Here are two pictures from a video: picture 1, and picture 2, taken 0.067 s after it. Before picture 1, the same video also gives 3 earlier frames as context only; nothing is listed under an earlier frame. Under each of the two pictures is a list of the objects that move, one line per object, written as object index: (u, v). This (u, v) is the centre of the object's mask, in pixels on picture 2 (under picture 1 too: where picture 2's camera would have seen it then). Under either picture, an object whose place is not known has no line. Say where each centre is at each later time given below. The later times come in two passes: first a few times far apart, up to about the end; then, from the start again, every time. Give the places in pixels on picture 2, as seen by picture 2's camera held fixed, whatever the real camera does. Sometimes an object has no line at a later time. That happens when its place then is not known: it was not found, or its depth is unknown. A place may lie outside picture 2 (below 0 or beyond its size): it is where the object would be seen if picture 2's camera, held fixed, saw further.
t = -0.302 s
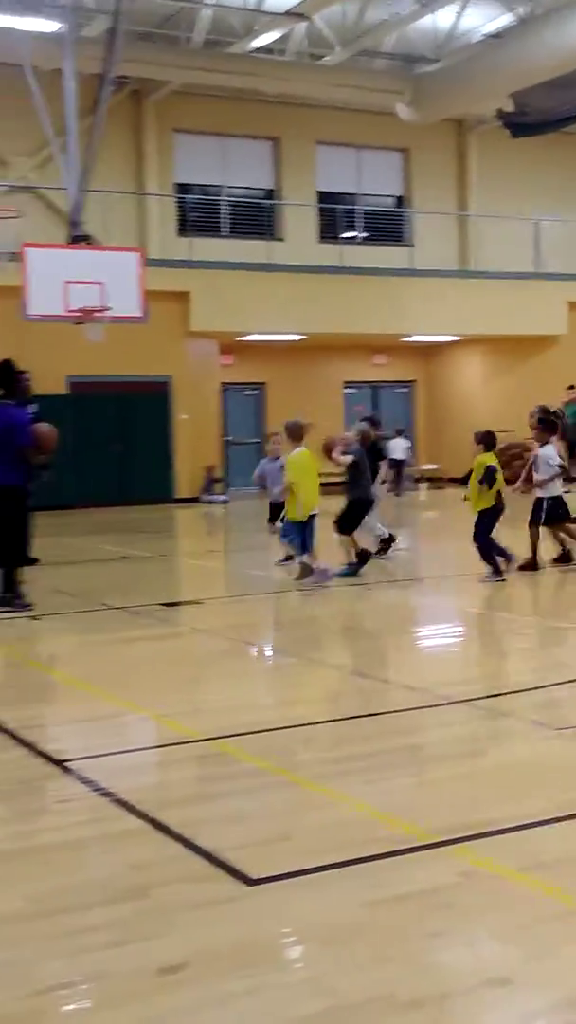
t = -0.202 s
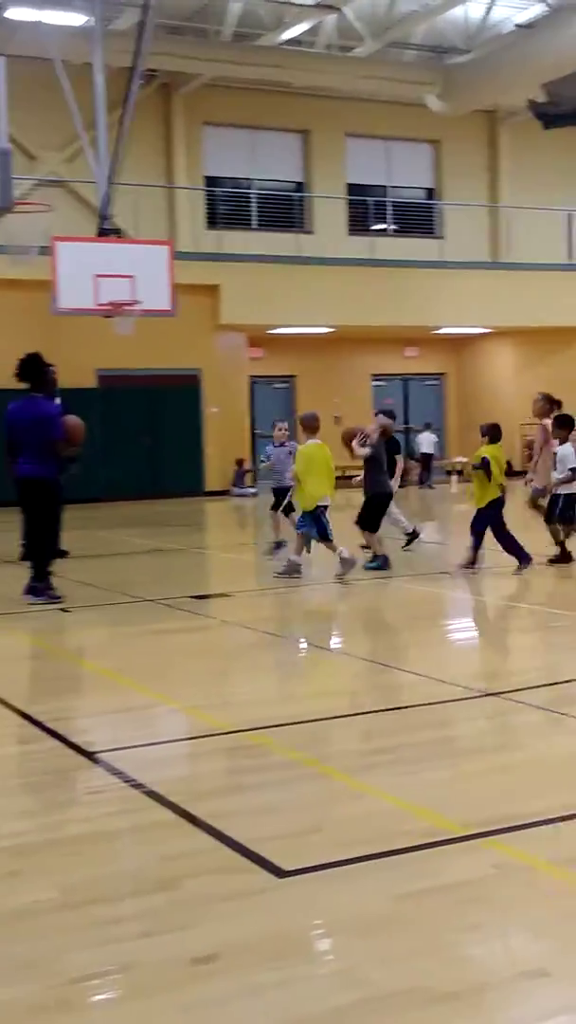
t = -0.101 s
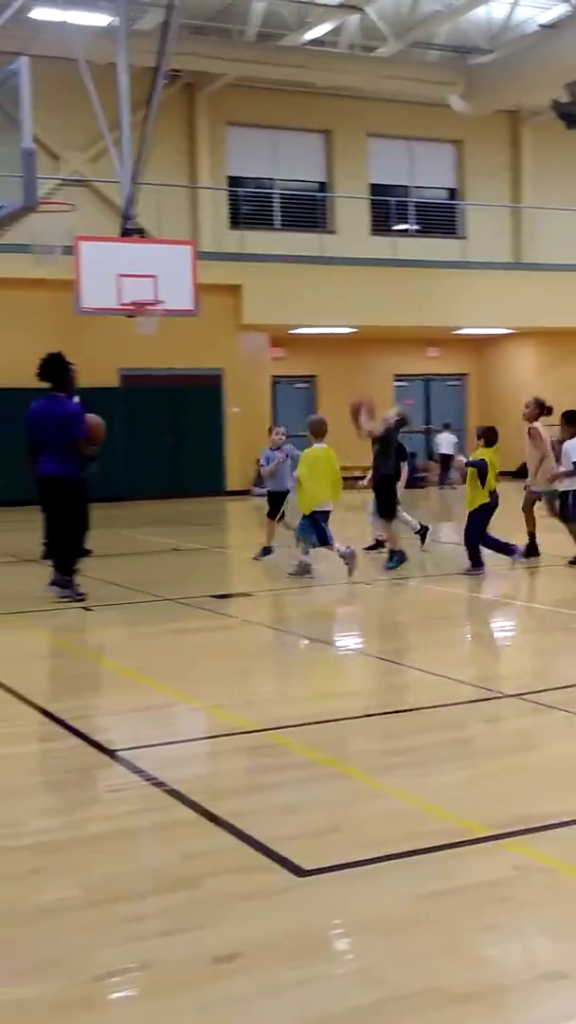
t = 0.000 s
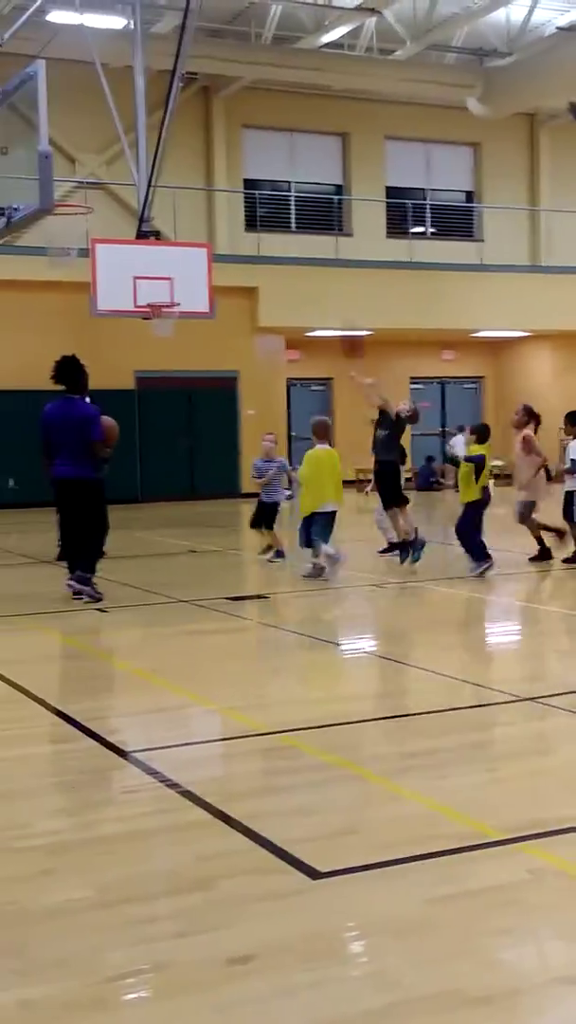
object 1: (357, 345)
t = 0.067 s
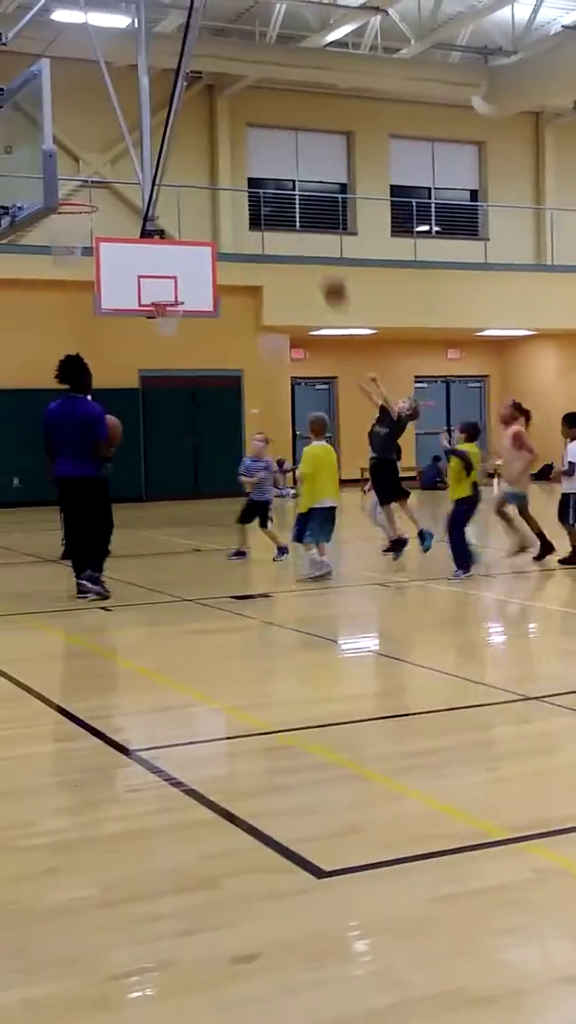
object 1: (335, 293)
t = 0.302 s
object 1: (263, 164)
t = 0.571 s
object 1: (182, 105)
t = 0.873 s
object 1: (97, 146)
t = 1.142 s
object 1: (66, 176)
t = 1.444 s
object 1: (148, 222)
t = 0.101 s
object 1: (325, 272)
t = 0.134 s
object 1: (314, 247)
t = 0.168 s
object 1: (306, 229)
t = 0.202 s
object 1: (295, 208)
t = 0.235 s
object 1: (282, 192)
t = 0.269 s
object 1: (274, 178)
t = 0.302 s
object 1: (263, 164)
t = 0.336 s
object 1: (253, 153)
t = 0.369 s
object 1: (242, 142)
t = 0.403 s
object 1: (233, 133)
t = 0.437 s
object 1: (222, 123)
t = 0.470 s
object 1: (213, 117)
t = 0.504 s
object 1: (202, 110)
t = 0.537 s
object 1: (194, 108)
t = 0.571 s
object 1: (182, 105)
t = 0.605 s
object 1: (172, 105)
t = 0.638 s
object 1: (163, 106)
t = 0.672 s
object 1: (154, 106)
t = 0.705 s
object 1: (143, 111)
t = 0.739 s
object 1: (134, 115)
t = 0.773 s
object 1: (124, 121)
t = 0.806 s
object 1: (114, 128)
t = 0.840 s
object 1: (106, 137)
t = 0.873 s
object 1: (97, 146)
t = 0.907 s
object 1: (87, 158)
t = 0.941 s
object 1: (78, 170)
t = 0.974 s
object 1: (69, 186)
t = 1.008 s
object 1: (65, 192)
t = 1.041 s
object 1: (63, 186)
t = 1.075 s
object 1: (61, 182)
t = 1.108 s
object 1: (61, 180)
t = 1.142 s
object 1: (66, 176)
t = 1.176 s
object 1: (73, 175)
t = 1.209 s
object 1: (81, 175)
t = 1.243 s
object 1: (92, 178)
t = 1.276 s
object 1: (101, 181)
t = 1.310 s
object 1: (111, 186)
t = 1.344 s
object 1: (120, 193)
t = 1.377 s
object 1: (129, 202)
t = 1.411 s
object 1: (138, 209)
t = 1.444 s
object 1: (148, 222)
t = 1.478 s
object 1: (159, 230)
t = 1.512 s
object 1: (168, 244)
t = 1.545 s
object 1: (178, 259)
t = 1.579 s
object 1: (188, 276)
